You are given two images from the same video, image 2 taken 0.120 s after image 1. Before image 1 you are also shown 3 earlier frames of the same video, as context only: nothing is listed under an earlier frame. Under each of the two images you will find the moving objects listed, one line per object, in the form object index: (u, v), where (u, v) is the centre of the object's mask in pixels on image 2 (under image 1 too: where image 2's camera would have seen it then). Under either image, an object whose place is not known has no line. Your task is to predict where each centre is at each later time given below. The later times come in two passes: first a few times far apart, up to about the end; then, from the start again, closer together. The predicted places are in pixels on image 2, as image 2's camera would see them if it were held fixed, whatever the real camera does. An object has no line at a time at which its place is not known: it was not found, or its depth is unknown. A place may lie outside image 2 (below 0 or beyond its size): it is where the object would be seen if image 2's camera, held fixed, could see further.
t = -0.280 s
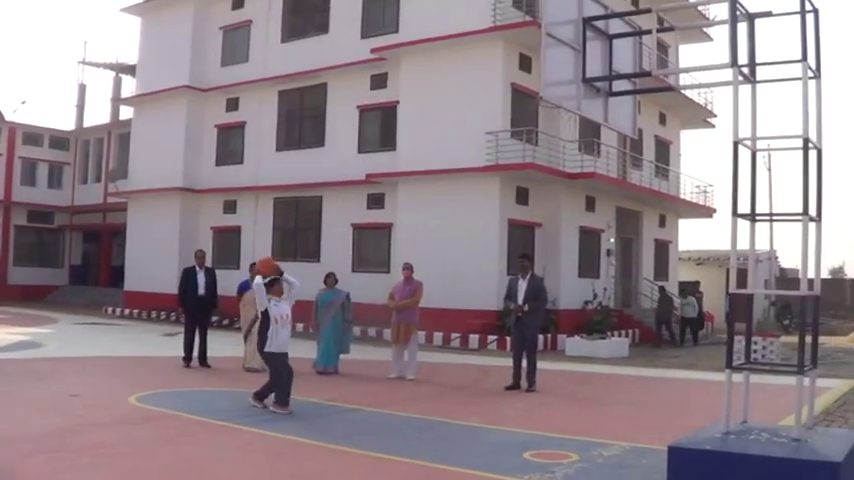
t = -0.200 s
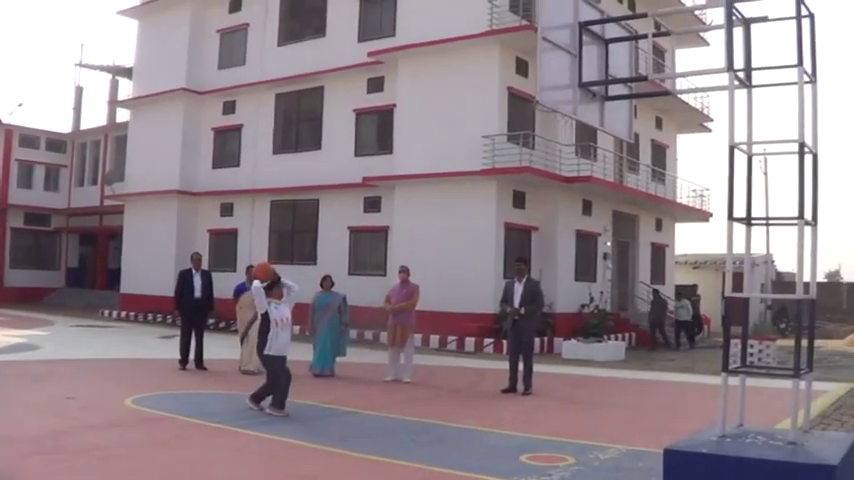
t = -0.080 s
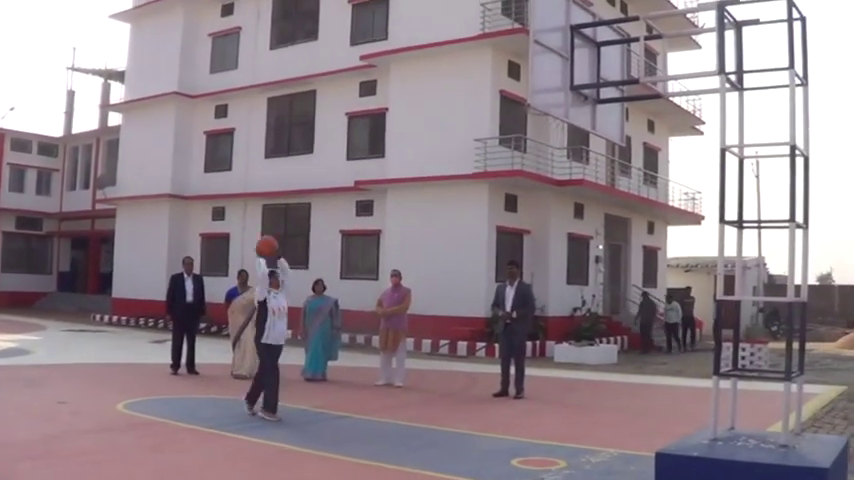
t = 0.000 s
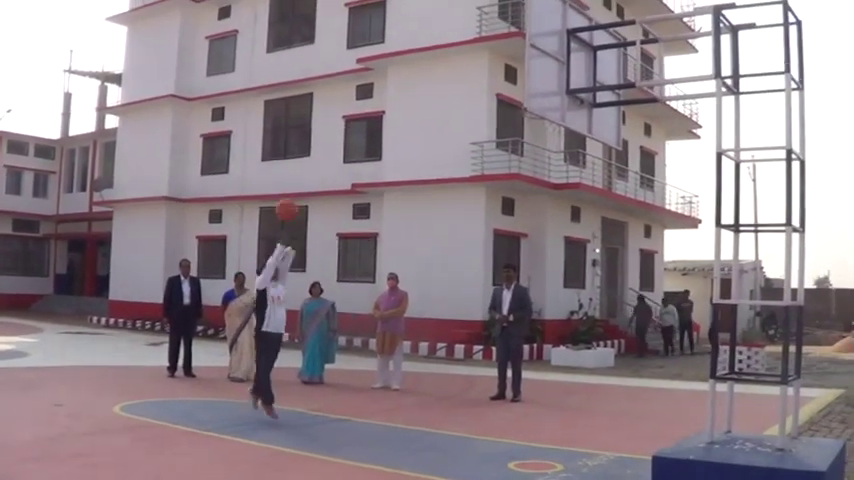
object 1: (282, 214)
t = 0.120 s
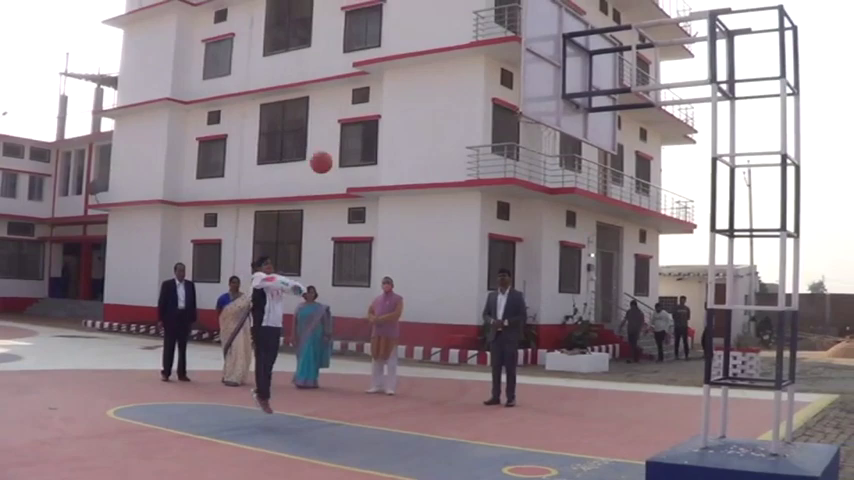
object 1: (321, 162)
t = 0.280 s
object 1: (375, 111)
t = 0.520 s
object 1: (464, 76)
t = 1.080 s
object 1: (510, 104)
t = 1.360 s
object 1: (468, 184)
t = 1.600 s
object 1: (433, 301)
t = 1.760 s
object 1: (412, 400)
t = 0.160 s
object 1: (334, 148)
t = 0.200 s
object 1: (348, 134)
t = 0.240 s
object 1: (361, 121)
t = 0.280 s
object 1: (375, 111)
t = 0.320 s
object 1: (390, 102)
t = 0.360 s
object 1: (404, 94)
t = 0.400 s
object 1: (419, 87)
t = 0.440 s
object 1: (434, 82)
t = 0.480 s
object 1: (449, 78)
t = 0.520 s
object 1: (464, 76)
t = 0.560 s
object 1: (480, 75)
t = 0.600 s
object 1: (496, 77)
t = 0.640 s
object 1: (510, 79)
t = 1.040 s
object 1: (513, 99)
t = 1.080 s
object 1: (510, 104)
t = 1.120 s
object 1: (505, 112)
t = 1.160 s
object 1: (500, 119)
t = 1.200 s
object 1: (493, 130)
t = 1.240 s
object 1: (486, 141)
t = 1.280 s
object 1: (480, 155)
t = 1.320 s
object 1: (474, 168)
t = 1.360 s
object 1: (468, 184)
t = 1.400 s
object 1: (461, 201)
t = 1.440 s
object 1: (455, 218)
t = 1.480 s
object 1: (450, 237)
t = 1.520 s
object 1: (444, 257)
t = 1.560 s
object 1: (438, 279)
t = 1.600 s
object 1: (433, 301)
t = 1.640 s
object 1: (429, 320)
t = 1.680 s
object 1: (423, 348)
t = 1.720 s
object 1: (417, 374)
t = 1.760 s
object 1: (412, 400)
